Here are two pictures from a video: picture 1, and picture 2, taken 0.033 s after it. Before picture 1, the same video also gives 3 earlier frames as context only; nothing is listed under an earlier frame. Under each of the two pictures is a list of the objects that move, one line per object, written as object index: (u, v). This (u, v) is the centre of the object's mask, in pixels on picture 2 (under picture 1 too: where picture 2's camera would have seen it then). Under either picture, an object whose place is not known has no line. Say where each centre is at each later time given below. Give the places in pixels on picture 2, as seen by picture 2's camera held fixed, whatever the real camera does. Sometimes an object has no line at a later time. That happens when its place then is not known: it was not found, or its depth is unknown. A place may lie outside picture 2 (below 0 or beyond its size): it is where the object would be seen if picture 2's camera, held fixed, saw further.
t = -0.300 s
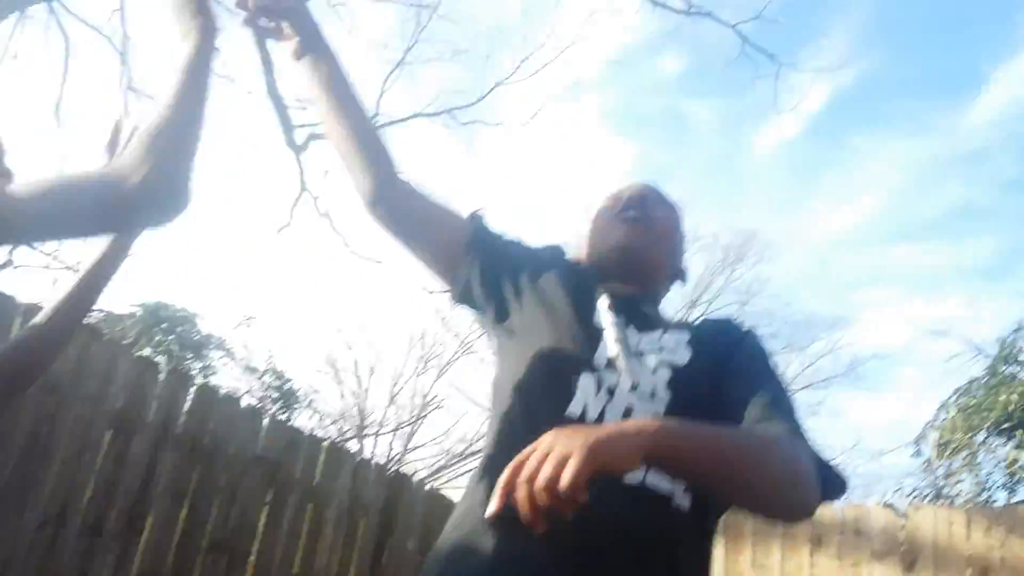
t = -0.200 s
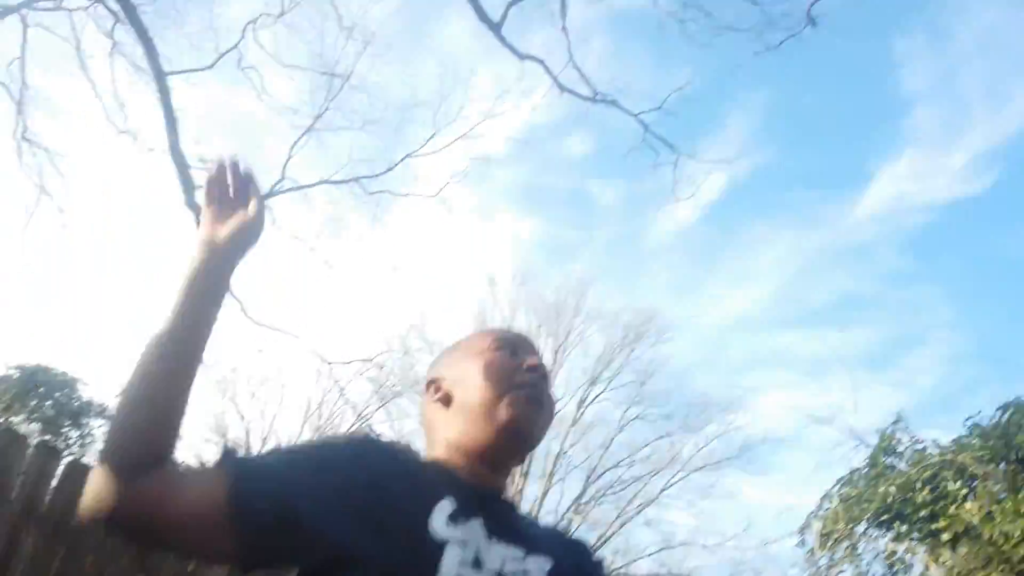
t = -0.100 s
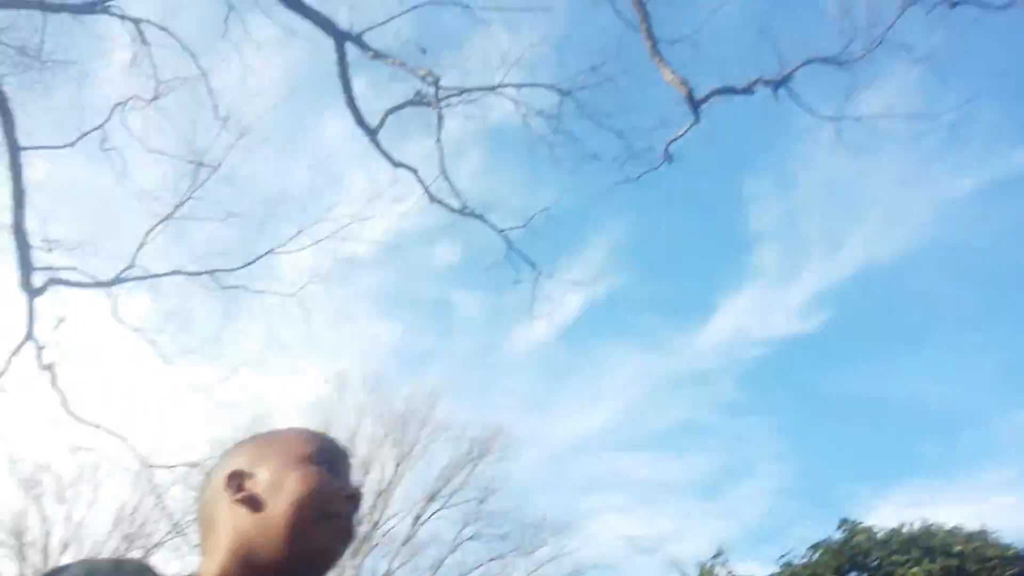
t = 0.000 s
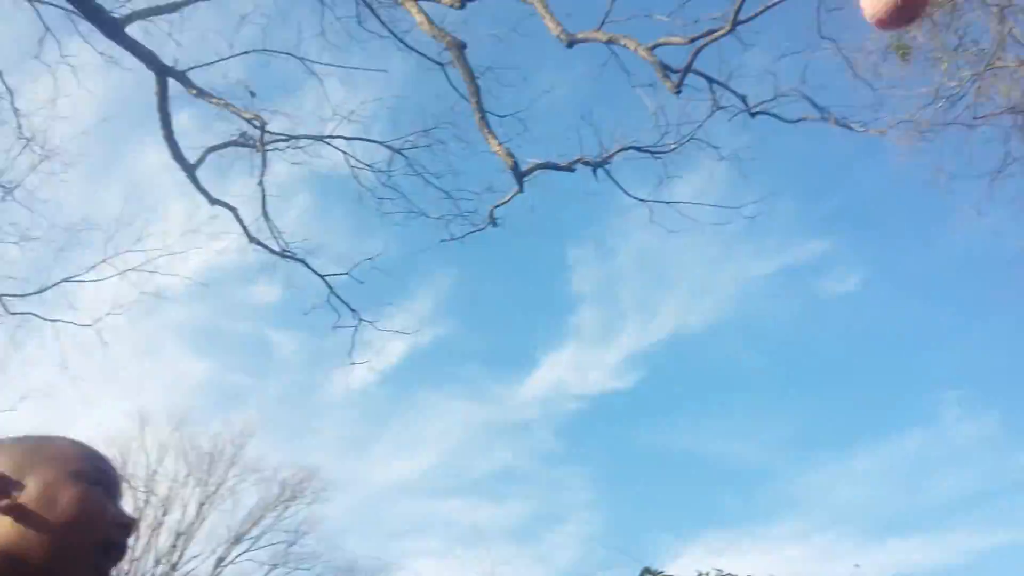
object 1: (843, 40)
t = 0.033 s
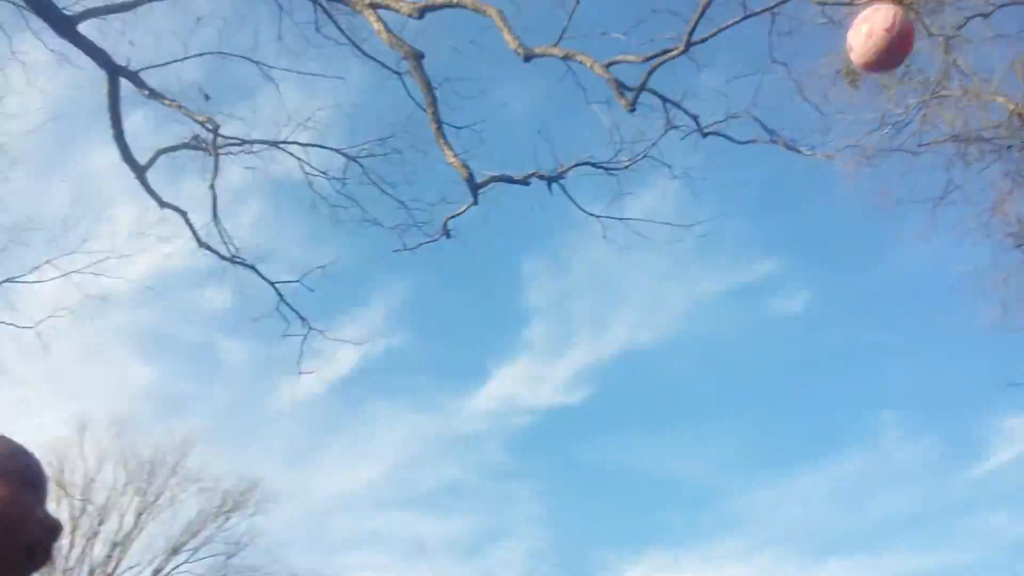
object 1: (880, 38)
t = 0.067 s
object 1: (914, 67)
